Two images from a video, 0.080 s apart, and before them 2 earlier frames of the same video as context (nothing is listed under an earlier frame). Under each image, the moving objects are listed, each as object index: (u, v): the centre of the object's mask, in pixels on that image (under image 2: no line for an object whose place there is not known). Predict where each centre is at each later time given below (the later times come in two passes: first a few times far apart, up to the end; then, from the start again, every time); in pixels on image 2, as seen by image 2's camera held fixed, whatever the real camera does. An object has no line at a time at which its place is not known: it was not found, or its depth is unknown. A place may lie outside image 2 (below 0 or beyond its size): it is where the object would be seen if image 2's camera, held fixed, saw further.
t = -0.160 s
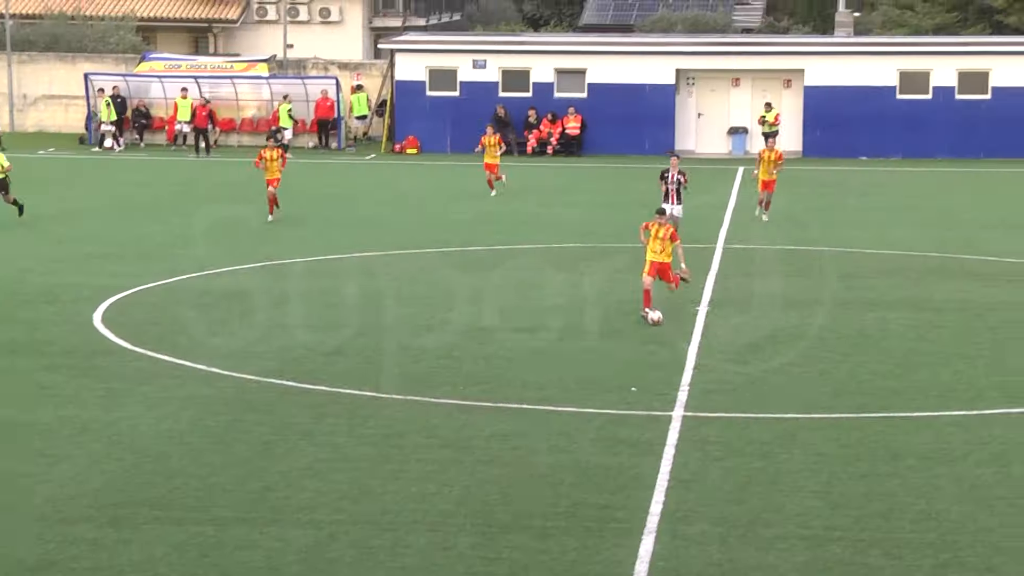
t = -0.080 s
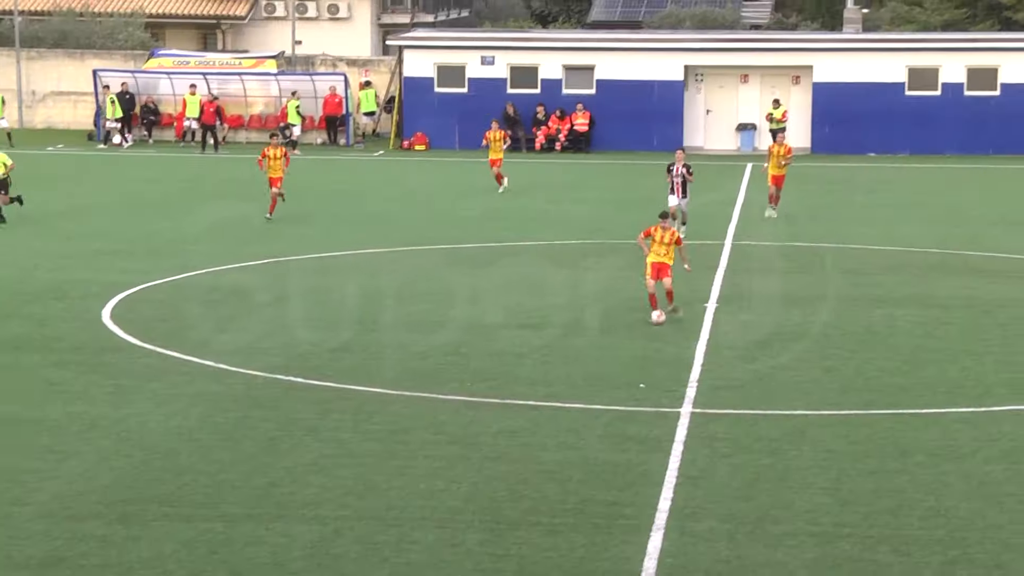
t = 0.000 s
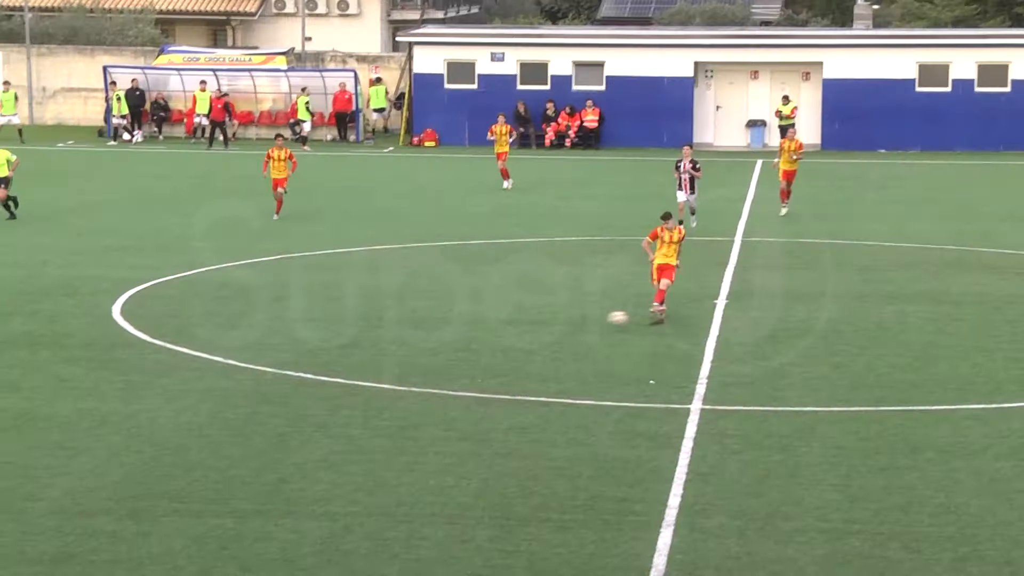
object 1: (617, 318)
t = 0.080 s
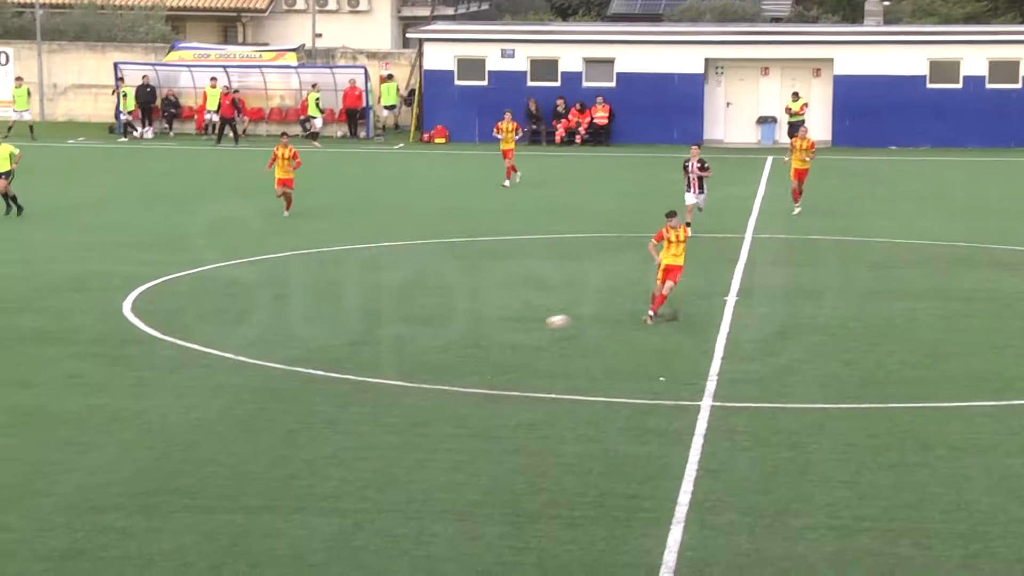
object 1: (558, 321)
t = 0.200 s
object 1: (442, 346)
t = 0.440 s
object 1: (210, 386)
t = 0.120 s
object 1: (520, 328)
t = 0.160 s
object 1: (483, 336)
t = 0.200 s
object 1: (442, 346)
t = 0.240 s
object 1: (401, 358)
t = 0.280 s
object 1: (363, 365)
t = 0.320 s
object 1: (327, 366)
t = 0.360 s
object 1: (290, 371)
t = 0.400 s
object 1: (250, 377)
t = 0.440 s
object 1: (210, 386)
